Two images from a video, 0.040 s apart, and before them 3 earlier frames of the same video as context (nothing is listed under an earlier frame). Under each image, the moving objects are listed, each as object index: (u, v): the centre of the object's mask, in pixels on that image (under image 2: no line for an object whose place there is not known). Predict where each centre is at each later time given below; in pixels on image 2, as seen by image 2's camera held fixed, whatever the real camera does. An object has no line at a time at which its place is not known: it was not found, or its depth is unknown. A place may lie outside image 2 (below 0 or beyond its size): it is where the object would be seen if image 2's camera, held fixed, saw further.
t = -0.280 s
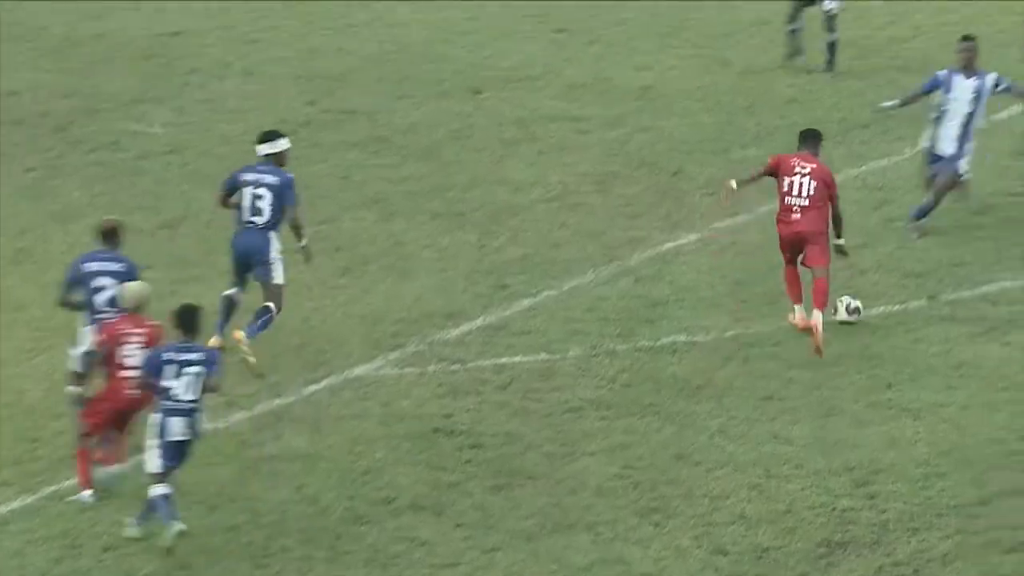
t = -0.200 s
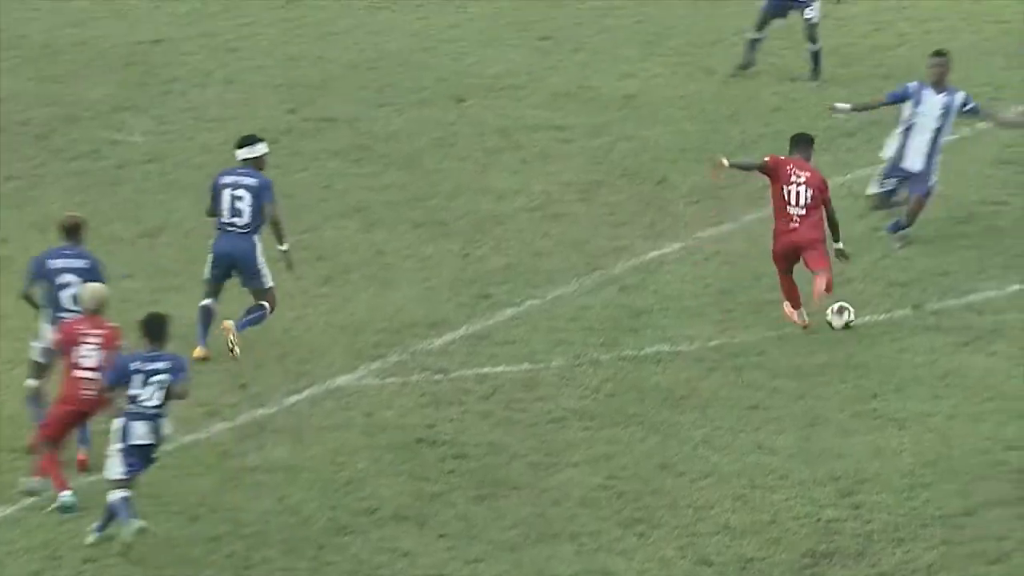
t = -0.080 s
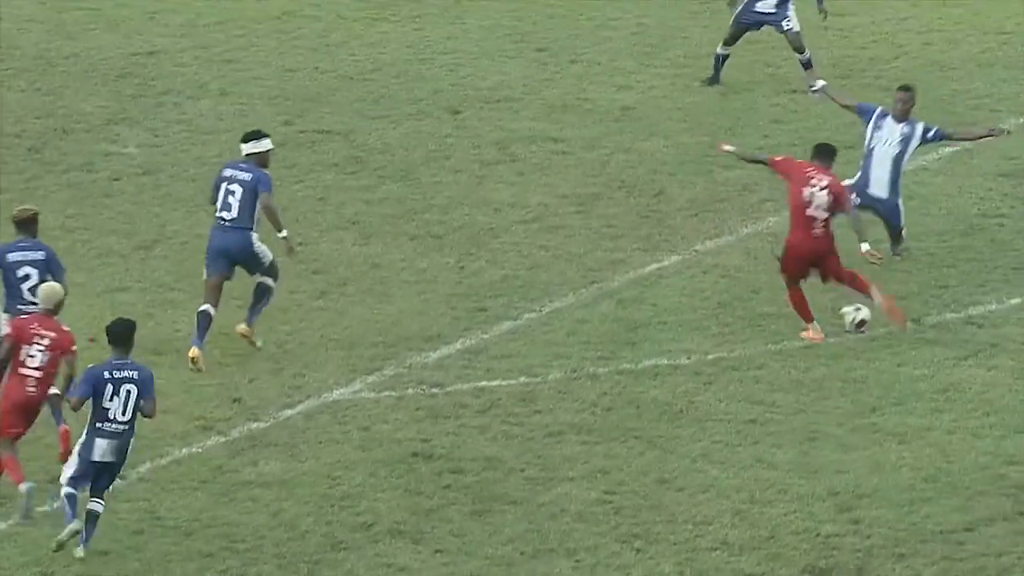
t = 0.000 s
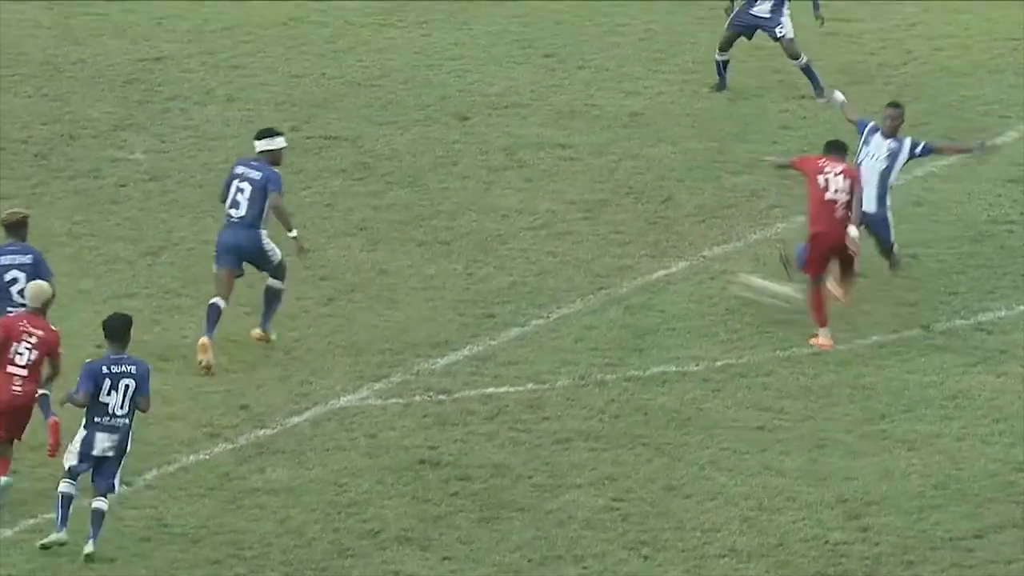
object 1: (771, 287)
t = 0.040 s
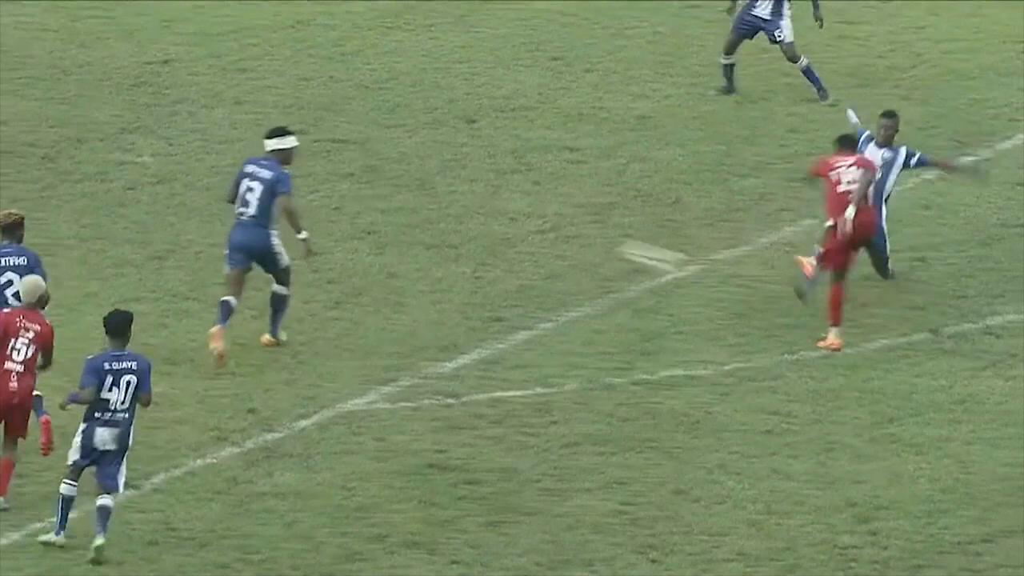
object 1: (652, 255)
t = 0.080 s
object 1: (536, 226)
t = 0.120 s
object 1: (479, 213)
